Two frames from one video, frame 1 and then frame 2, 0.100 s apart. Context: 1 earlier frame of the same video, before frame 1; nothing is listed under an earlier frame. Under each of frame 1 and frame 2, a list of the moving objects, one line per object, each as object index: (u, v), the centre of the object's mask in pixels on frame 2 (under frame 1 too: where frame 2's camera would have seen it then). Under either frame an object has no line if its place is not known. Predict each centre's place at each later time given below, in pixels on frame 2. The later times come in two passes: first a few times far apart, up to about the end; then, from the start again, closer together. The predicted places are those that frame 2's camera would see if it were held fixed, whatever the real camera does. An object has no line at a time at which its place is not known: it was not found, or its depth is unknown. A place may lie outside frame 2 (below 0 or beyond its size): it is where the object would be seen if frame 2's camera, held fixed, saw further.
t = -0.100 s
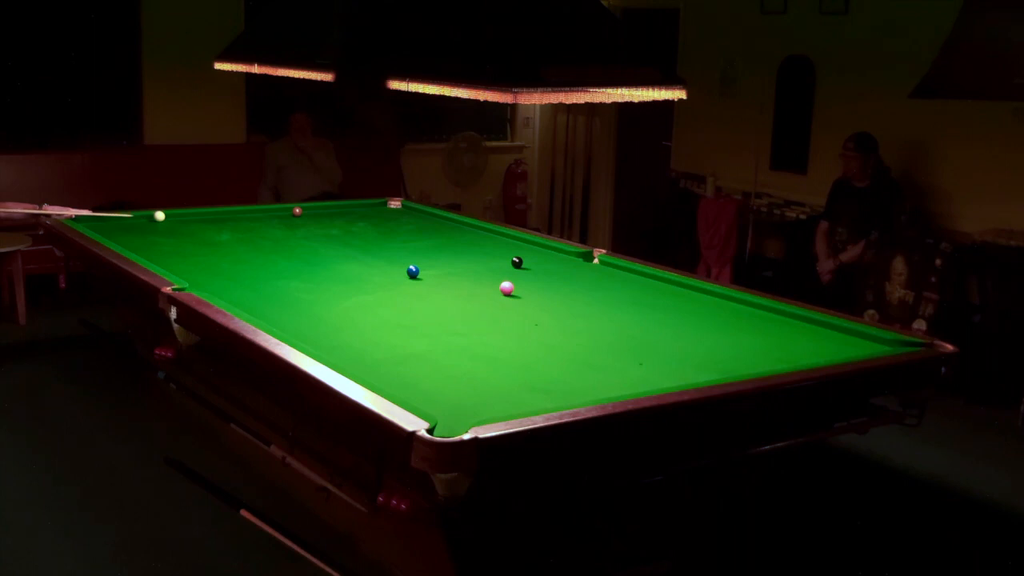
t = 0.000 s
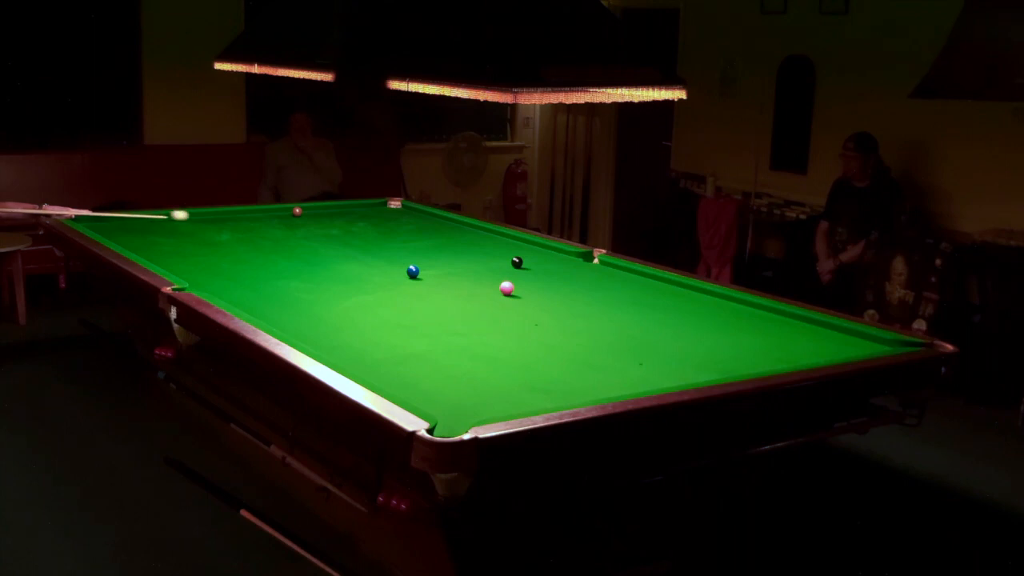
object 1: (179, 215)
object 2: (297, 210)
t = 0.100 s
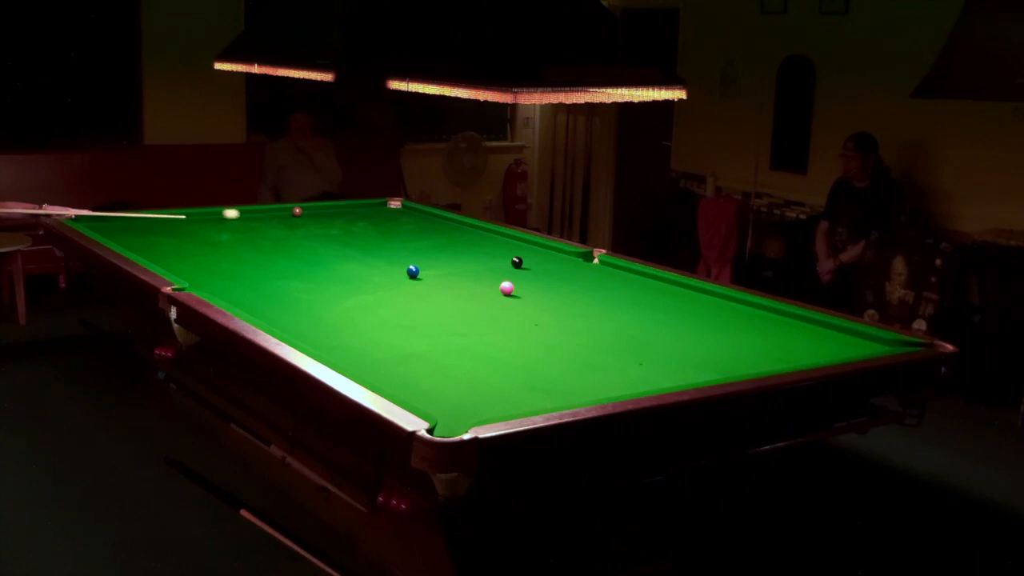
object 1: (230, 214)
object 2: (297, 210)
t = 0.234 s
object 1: (288, 212)
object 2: (298, 211)
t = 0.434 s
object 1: (313, 215)
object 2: (343, 206)
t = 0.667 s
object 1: (343, 218)
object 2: (383, 202)
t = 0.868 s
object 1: (369, 220)
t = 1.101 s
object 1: (398, 223)
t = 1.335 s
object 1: (427, 226)
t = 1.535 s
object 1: (451, 228)
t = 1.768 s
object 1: (479, 231)
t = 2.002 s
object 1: (497, 233)
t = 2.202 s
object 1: (498, 236)
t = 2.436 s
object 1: (499, 240)
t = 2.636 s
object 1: (499, 242)
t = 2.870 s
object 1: (500, 246)
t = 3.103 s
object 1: (501, 249)
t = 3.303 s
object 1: (502, 251)
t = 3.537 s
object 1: (502, 254)
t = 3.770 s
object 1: (503, 257)
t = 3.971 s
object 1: (503, 259)
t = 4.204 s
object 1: (504, 261)
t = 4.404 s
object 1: (504, 264)
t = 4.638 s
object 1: (504, 266)
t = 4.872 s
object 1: (505, 268)
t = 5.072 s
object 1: (505, 269)
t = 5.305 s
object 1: (505, 271)
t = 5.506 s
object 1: (505, 272)
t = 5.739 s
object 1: (505, 273)
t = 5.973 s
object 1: (505, 275)
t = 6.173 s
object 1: (505, 275)
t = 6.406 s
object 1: (505, 276)
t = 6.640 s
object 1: (505, 276)
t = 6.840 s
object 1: (505, 276)
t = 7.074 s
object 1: (505, 276)
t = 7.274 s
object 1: (505, 276)
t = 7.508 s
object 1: (505, 276)
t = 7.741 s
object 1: (505, 276)
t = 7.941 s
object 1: (505, 276)
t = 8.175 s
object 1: (505, 276)
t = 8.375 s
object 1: (505, 276)
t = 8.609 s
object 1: (505, 276)
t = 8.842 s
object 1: (505, 276)
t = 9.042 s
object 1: (505, 276)
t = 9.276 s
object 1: (505, 276)
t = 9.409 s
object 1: (505, 276)
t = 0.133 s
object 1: (246, 213)
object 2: (297, 210)
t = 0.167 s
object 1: (261, 213)
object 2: (297, 210)
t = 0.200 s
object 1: (275, 212)
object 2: (297, 210)
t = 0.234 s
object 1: (288, 212)
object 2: (298, 211)
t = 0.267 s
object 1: (292, 213)
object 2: (306, 210)
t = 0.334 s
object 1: (300, 214)
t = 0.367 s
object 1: (304, 214)
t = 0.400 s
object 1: (308, 214)
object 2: (337, 207)
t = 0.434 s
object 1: (313, 215)
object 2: (343, 206)
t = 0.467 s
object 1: (317, 215)
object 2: (350, 206)
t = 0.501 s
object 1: (321, 216)
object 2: (355, 205)
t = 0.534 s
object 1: (326, 216)
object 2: (361, 205)
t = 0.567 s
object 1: (330, 217)
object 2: (367, 204)
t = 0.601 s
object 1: (334, 217)
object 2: (372, 203)
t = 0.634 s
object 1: (339, 217)
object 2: (378, 203)
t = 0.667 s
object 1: (343, 218)
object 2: (383, 202)
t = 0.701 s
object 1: (347, 218)
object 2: (387, 201)
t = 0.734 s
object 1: (352, 218)
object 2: (392, 202)
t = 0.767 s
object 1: (356, 219)
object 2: (398, 203)
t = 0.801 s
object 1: (360, 219)
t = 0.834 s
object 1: (364, 220)
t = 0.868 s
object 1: (369, 220)
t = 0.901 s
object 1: (373, 221)
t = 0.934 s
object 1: (377, 221)
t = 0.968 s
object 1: (381, 221)
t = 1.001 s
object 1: (385, 222)
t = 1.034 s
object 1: (390, 222)
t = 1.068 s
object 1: (394, 223)
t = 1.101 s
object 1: (398, 223)
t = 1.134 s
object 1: (402, 223)
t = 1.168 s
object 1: (406, 224)
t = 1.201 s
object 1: (410, 224)
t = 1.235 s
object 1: (414, 225)
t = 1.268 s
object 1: (419, 225)
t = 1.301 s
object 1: (423, 225)
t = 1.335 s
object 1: (427, 226)
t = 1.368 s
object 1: (431, 226)
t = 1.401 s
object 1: (435, 227)
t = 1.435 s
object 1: (439, 227)
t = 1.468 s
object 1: (443, 227)
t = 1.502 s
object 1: (447, 228)
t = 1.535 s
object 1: (451, 228)
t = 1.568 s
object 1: (455, 228)
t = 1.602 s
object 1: (459, 229)
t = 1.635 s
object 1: (463, 229)
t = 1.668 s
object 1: (467, 230)
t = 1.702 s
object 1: (471, 230)
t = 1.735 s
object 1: (475, 230)
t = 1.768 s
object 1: (479, 231)
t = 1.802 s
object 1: (483, 231)
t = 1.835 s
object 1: (486, 231)
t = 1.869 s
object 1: (491, 232)
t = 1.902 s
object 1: (494, 232)
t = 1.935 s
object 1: (497, 233)
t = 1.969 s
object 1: (497, 233)
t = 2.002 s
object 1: (497, 233)
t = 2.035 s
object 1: (497, 234)
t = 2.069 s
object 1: (497, 234)
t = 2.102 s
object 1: (497, 235)
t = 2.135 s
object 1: (497, 235)
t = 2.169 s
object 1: (497, 236)
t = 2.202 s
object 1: (498, 236)
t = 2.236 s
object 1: (498, 237)
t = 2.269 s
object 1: (498, 237)
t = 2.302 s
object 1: (498, 238)
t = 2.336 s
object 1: (498, 238)
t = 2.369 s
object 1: (498, 239)
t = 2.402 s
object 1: (499, 239)
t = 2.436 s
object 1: (499, 240)
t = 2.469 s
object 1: (499, 240)
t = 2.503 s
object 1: (499, 241)
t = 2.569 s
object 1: (499, 241)
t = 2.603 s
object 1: (499, 242)
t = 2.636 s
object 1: (499, 242)
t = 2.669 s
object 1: (500, 243)
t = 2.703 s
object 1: (500, 243)
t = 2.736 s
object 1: (500, 244)
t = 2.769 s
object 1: (500, 244)
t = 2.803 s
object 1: (500, 245)
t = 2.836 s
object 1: (500, 245)
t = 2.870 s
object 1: (500, 246)
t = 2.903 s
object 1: (500, 246)
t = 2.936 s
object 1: (500, 246)
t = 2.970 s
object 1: (501, 247)
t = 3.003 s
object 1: (501, 247)
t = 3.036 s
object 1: (501, 248)
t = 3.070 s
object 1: (501, 248)
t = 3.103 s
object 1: (501, 249)
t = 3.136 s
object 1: (501, 249)
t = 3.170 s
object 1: (501, 250)
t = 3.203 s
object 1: (501, 250)
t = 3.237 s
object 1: (501, 250)
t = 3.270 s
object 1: (501, 251)
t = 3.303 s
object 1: (502, 251)
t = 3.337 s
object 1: (502, 252)
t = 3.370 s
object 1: (502, 252)
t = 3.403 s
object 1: (502, 252)
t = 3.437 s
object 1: (502, 253)
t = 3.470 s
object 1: (502, 253)
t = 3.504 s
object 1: (502, 253)
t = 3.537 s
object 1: (502, 254)
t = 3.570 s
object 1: (502, 254)
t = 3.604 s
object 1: (502, 255)
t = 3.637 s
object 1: (502, 255)
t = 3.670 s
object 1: (502, 255)
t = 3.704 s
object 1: (502, 256)
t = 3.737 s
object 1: (503, 256)
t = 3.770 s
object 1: (503, 257)
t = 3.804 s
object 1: (503, 257)
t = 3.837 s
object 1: (503, 257)
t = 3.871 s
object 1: (503, 258)
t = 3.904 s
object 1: (503, 258)
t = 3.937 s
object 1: (503, 259)
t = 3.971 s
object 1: (503, 259)
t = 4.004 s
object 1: (503, 259)
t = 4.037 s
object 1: (503, 260)
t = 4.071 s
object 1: (503, 260)
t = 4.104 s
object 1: (503, 260)
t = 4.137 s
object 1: (504, 261)
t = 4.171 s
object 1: (504, 261)
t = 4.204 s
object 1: (504, 261)
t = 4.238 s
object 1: (504, 262)
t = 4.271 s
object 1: (504, 262)
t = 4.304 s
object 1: (504, 263)
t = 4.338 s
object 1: (504, 263)
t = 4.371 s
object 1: (504, 263)
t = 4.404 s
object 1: (504, 264)
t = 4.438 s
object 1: (504, 264)
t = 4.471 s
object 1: (504, 264)
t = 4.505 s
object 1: (504, 264)
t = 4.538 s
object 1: (504, 265)
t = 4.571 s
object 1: (504, 265)
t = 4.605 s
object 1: (505, 265)
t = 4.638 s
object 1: (504, 266)
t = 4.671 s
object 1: (505, 266)
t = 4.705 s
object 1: (505, 266)
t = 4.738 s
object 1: (505, 267)
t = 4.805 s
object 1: (505, 267)
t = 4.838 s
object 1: (505, 267)
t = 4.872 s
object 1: (505, 268)
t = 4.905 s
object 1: (505, 268)
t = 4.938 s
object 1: (505, 268)
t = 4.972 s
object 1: (505, 268)
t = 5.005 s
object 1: (505, 269)
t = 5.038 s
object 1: (505, 269)
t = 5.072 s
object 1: (505, 269)
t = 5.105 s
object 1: (505, 269)
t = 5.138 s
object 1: (505, 270)
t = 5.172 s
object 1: (505, 270)
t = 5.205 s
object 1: (505, 270)
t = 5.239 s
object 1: (505, 270)
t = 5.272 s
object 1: (505, 271)
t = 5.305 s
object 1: (505, 271)
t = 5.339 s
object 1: (505, 271)
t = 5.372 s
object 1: (505, 271)
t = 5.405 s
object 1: (505, 271)
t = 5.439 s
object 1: (505, 272)
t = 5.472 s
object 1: (505, 272)
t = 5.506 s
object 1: (505, 272)
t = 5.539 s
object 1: (505, 272)
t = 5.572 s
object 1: (505, 273)
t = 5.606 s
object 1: (505, 273)
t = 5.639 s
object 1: (505, 273)
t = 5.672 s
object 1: (505, 273)
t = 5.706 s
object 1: (505, 273)
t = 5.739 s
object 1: (505, 273)
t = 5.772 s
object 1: (505, 274)
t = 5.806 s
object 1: (505, 274)
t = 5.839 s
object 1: (505, 274)
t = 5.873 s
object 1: (505, 274)
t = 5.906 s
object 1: (505, 274)
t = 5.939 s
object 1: (505, 274)
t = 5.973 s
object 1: (505, 275)
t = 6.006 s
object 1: (505, 275)
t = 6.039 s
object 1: (505, 275)
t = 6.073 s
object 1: (505, 275)
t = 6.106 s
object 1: (505, 275)
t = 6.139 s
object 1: (505, 275)
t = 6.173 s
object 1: (505, 275)
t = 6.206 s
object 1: (505, 275)
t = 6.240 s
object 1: (505, 275)
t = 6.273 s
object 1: (505, 276)
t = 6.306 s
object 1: (505, 276)
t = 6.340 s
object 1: (505, 276)
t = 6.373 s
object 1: (505, 276)
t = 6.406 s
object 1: (505, 276)
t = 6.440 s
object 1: (505, 276)
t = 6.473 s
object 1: (505, 276)
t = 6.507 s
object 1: (505, 276)
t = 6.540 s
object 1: (505, 276)
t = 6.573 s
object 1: (505, 276)
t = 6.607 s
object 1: (505, 276)
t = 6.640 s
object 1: (505, 276)
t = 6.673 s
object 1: (505, 276)
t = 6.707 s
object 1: (505, 276)
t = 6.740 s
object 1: (505, 276)
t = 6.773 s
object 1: (505, 276)
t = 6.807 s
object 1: (505, 276)
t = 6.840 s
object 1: (505, 276)
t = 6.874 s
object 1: (505, 276)
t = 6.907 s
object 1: (505, 276)
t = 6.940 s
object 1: (505, 276)
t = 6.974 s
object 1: (505, 276)
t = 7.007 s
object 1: (505, 276)
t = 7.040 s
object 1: (505, 276)
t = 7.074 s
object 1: (505, 276)
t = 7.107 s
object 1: (505, 276)
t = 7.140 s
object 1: (505, 276)
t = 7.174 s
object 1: (505, 276)
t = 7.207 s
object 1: (505, 276)
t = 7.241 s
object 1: (505, 276)
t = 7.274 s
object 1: (505, 276)
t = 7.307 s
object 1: (505, 276)
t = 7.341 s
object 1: (505, 276)
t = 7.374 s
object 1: (505, 276)
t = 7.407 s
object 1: (505, 276)
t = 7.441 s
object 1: (505, 276)
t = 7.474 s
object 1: (505, 276)
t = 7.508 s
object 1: (505, 276)
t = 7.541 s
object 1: (505, 276)
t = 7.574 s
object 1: (505, 276)
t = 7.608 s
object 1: (505, 276)
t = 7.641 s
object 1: (505, 276)
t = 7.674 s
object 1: (505, 276)
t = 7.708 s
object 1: (505, 276)
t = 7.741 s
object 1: (505, 276)
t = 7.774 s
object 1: (505, 276)
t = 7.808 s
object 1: (505, 276)
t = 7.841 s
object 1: (505, 276)
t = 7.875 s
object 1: (505, 276)
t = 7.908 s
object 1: (505, 276)
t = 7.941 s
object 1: (505, 276)
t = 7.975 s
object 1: (505, 276)
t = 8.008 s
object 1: (505, 276)
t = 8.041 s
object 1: (505, 276)
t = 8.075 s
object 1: (505, 276)
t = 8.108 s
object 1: (505, 276)
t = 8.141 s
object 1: (505, 276)
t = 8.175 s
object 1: (505, 276)
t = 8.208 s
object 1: (505, 276)
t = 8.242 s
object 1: (505, 276)
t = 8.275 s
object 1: (505, 276)
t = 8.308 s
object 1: (505, 276)
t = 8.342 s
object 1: (505, 276)
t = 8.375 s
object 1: (505, 276)
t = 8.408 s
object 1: (505, 276)
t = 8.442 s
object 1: (505, 276)
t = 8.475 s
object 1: (505, 276)
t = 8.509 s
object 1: (505, 276)
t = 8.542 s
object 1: (505, 276)
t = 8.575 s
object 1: (505, 276)
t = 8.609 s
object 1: (505, 276)
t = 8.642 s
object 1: (505, 276)
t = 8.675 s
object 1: (505, 276)
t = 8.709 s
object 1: (505, 276)
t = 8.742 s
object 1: (505, 276)
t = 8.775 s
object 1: (505, 276)
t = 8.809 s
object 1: (505, 276)
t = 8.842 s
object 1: (505, 276)
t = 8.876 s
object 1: (505, 276)
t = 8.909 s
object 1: (505, 276)
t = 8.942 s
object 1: (505, 276)
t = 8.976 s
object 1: (505, 276)
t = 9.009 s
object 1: (505, 276)
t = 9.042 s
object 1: (505, 276)
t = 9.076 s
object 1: (505, 276)
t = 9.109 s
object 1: (505, 276)
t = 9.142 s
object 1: (505, 276)
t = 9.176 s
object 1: (505, 276)
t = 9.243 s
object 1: (505, 276)
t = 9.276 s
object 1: (505, 276)
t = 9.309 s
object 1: (505, 276)
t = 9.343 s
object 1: (505, 276)
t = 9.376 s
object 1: (505, 276)
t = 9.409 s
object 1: (505, 276)
